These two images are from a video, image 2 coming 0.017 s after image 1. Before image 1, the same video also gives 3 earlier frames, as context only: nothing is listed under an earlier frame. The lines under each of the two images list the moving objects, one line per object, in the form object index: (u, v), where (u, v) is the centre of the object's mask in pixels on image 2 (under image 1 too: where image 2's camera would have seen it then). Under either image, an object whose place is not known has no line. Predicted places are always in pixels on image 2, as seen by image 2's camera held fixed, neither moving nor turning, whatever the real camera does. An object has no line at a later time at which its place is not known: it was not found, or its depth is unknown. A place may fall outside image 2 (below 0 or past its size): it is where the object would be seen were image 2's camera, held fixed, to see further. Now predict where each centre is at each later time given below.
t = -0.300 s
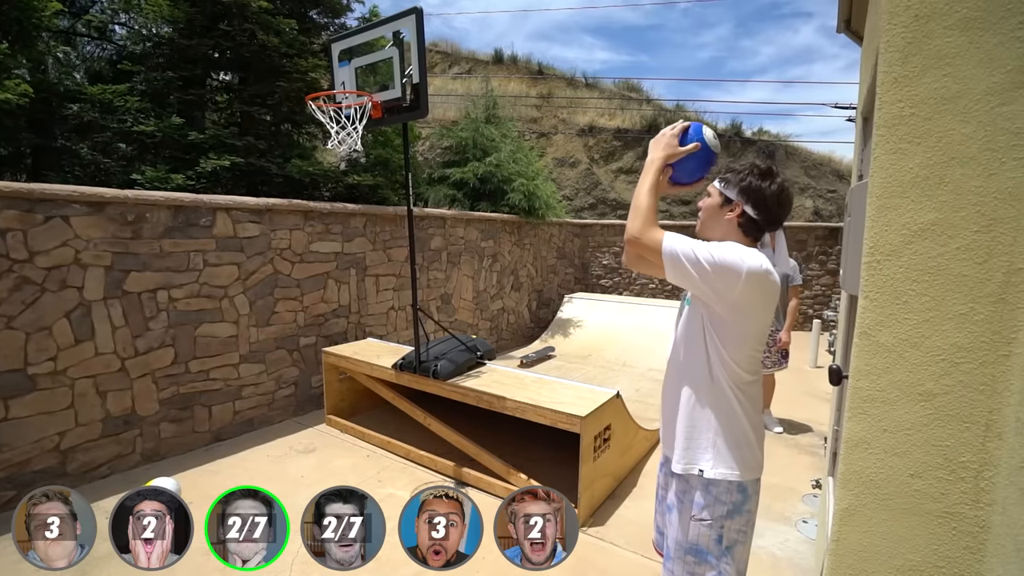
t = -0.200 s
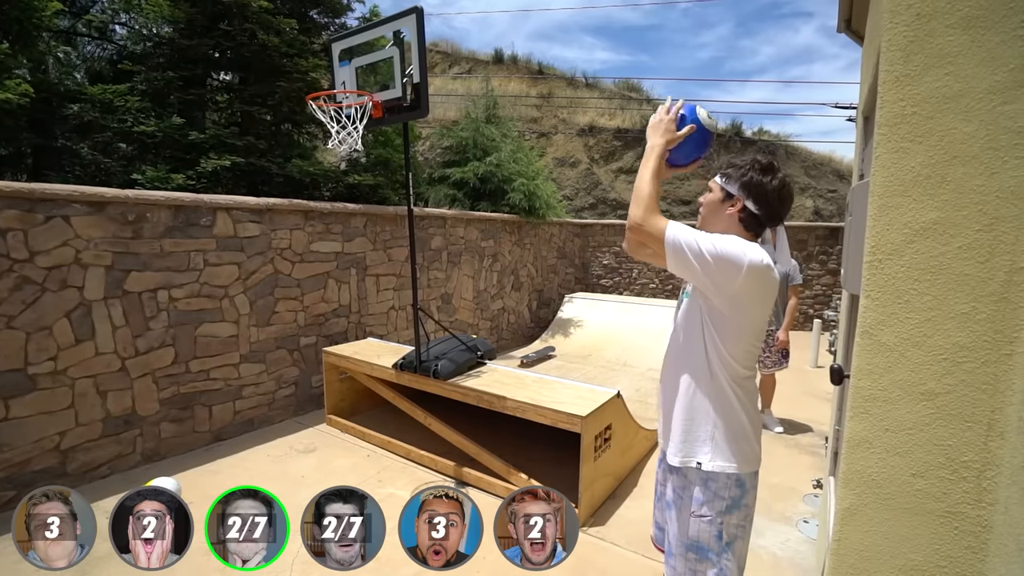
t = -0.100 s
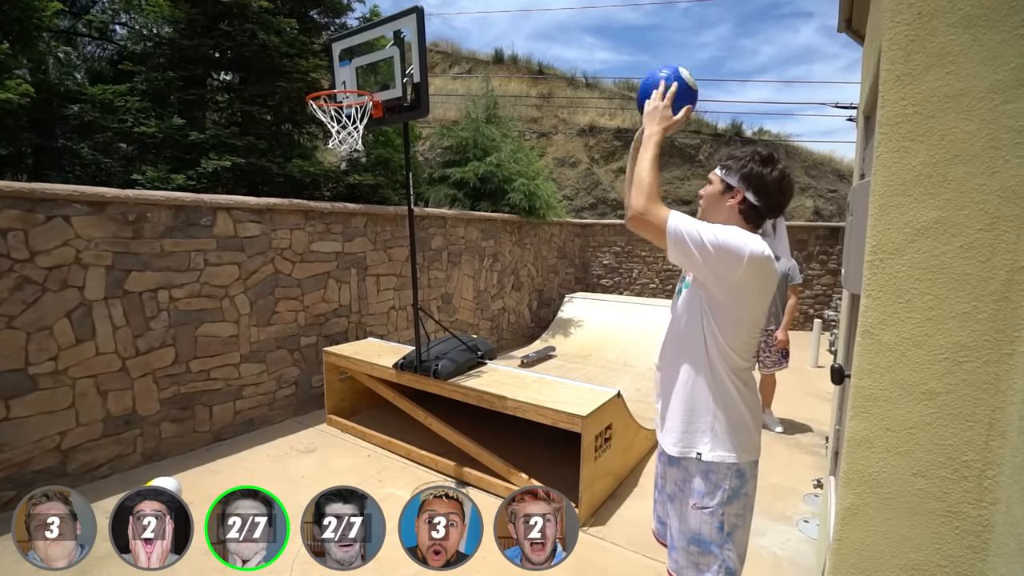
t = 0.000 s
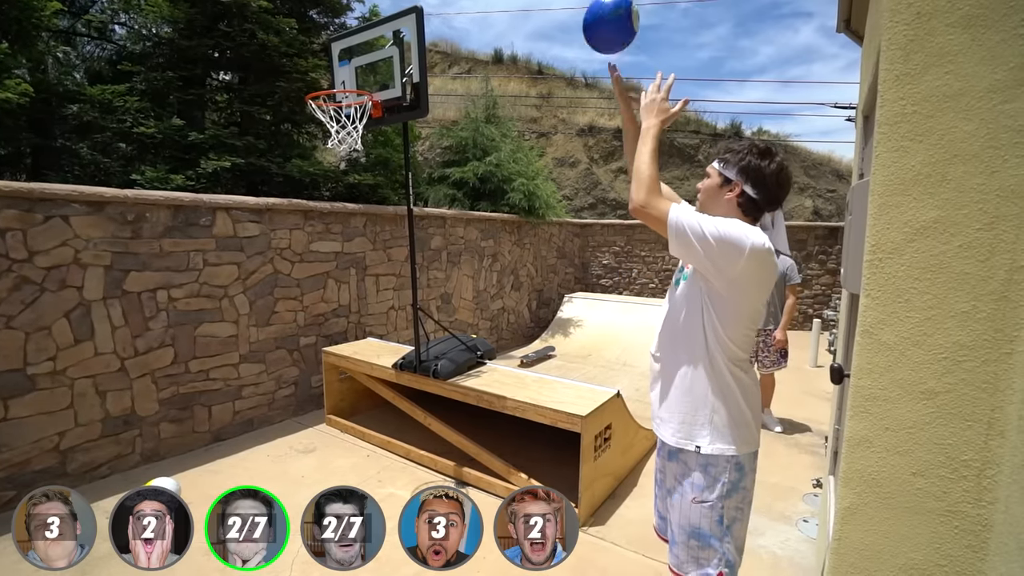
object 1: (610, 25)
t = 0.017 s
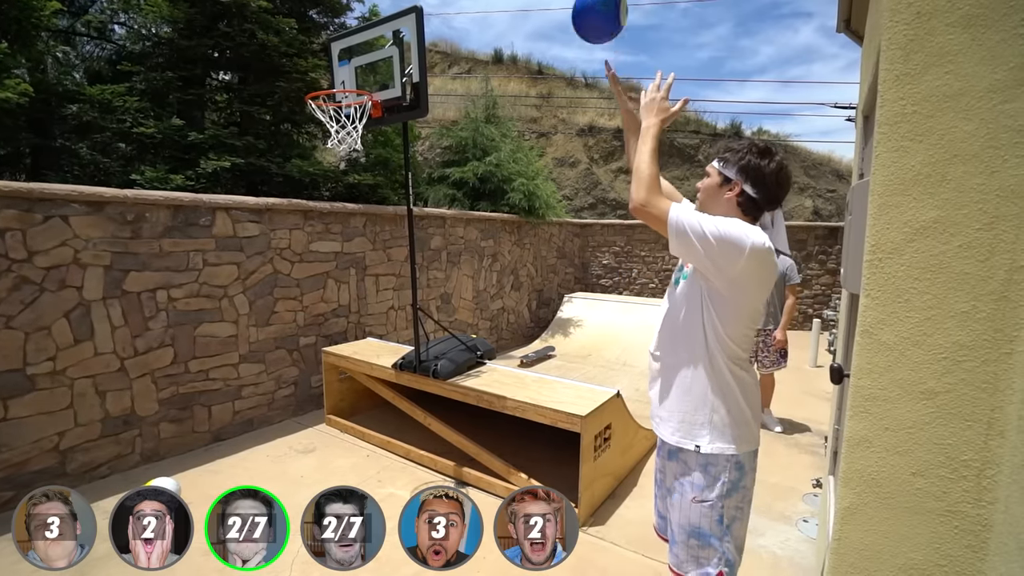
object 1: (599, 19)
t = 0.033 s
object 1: (588, 15)
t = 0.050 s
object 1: (577, 11)
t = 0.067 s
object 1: (566, 8)
